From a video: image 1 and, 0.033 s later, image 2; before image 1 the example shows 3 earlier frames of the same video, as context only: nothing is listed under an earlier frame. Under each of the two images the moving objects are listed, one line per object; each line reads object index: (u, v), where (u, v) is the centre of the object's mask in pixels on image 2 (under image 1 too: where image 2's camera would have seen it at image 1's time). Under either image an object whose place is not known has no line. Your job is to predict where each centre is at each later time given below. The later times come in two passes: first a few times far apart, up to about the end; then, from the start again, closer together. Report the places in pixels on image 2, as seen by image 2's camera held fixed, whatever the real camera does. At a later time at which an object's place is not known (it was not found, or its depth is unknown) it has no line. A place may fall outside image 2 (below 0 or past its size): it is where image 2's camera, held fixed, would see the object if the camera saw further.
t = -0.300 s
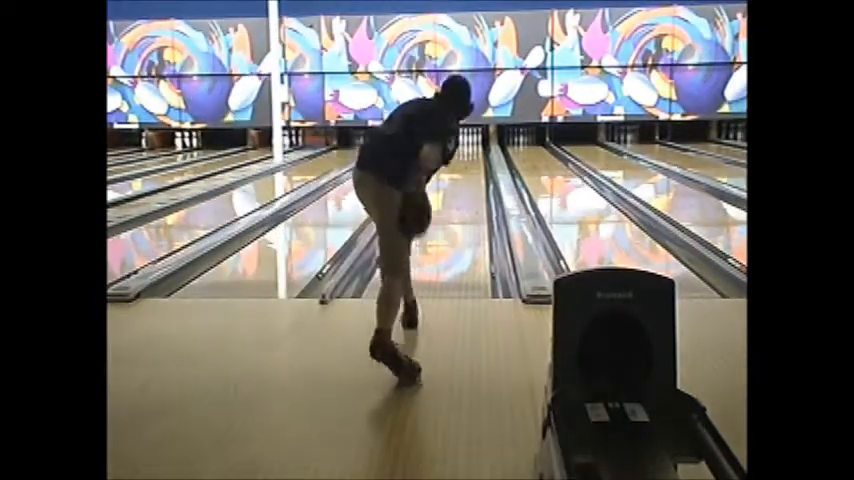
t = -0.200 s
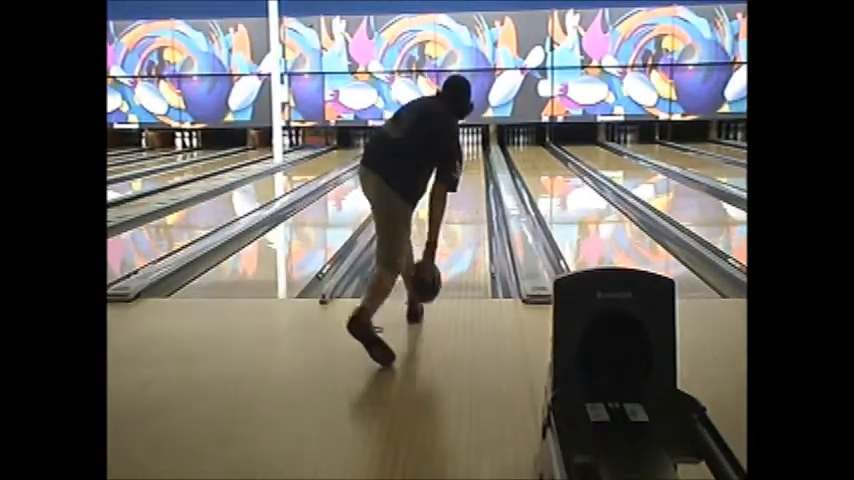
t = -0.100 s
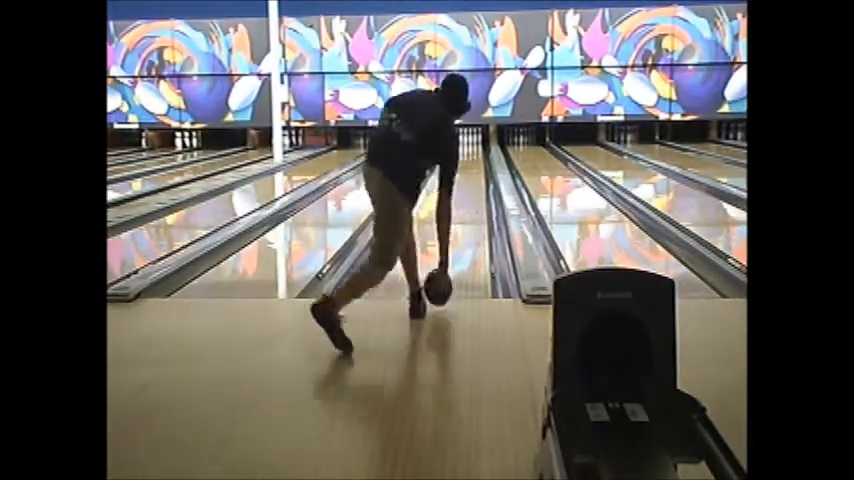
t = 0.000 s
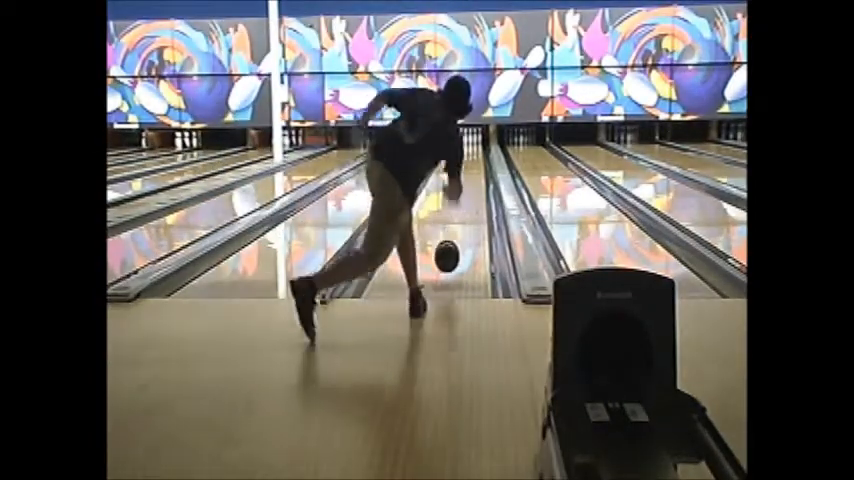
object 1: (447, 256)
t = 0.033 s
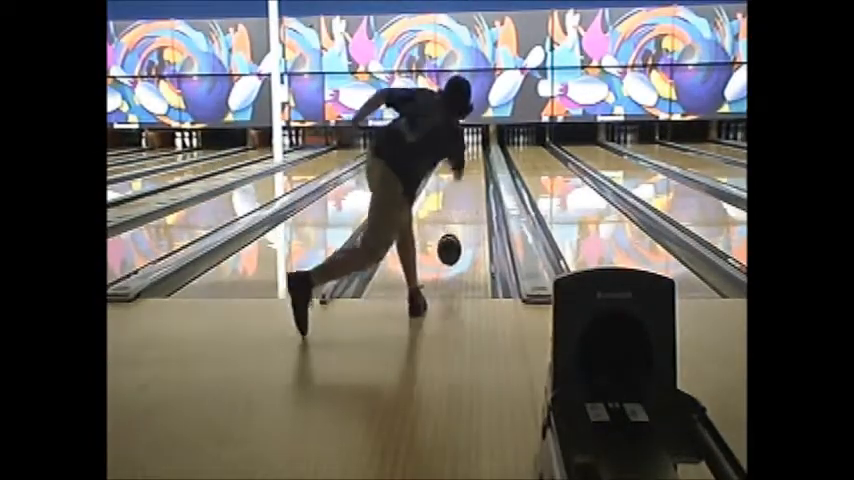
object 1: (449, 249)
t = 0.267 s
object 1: (461, 226)
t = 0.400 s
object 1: (466, 212)
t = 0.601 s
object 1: (471, 195)
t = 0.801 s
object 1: (474, 182)
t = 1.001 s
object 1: (476, 173)
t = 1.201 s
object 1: (477, 165)
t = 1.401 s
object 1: (479, 159)
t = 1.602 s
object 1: (478, 155)
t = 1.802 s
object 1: (477, 150)
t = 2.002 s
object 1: (476, 148)
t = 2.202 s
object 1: (472, 145)
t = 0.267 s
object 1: (461, 226)
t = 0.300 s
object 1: (462, 222)
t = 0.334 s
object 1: (463, 218)
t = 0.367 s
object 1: (464, 215)
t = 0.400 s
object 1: (466, 212)
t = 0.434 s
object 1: (466, 208)
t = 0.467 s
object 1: (467, 206)
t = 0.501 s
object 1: (468, 202)
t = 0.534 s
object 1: (469, 200)
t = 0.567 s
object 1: (470, 197)
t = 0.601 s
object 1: (471, 195)
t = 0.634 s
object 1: (471, 193)
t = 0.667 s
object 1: (472, 190)
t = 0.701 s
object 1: (472, 188)
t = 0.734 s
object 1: (473, 186)
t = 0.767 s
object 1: (474, 184)
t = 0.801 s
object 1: (474, 182)
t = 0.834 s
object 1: (475, 180)
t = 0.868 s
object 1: (475, 179)
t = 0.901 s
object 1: (475, 177)
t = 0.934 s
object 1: (476, 176)
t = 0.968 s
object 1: (476, 174)
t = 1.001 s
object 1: (476, 173)
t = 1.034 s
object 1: (477, 172)
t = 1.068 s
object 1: (477, 171)
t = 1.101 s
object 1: (477, 170)
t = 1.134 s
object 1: (477, 168)
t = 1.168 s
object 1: (477, 167)
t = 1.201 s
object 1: (477, 165)
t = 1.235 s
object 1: (478, 165)
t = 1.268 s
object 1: (478, 164)
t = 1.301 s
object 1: (478, 163)
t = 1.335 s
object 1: (478, 163)
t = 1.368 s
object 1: (478, 161)
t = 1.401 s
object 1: (479, 159)
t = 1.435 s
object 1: (479, 159)
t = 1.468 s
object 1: (479, 159)
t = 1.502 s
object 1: (479, 159)
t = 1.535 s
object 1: (479, 158)
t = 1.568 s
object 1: (479, 158)
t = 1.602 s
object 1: (478, 155)
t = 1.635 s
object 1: (479, 154)
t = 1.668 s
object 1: (479, 154)
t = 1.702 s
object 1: (478, 153)
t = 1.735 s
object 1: (478, 153)
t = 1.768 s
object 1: (478, 151)
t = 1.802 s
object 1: (477, 150)
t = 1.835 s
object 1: (477, 150)
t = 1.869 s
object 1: (477, 149)
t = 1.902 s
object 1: (476, 148)
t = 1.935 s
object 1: (477, 148)
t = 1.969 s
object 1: (477, 148)
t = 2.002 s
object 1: (476, 148)
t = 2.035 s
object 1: (476, 148)
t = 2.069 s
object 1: (475, 148)
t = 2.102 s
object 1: (473, 146)
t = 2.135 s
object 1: (473, 145)
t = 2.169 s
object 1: (472, 145)
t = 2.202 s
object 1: (472, 145)
